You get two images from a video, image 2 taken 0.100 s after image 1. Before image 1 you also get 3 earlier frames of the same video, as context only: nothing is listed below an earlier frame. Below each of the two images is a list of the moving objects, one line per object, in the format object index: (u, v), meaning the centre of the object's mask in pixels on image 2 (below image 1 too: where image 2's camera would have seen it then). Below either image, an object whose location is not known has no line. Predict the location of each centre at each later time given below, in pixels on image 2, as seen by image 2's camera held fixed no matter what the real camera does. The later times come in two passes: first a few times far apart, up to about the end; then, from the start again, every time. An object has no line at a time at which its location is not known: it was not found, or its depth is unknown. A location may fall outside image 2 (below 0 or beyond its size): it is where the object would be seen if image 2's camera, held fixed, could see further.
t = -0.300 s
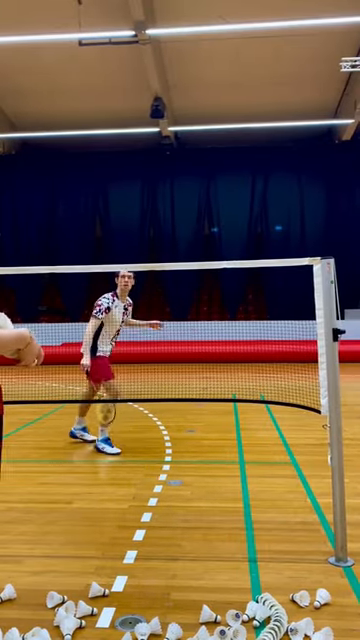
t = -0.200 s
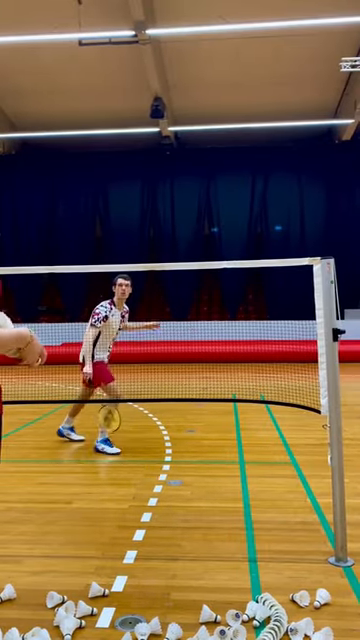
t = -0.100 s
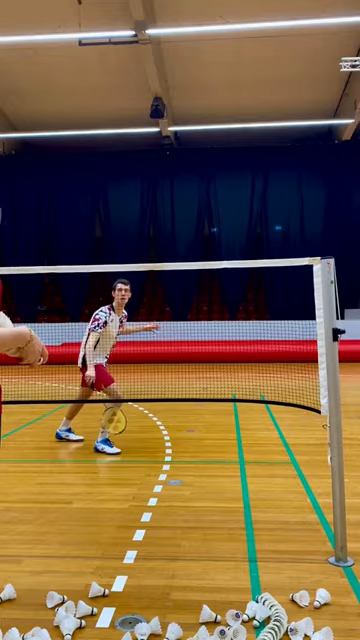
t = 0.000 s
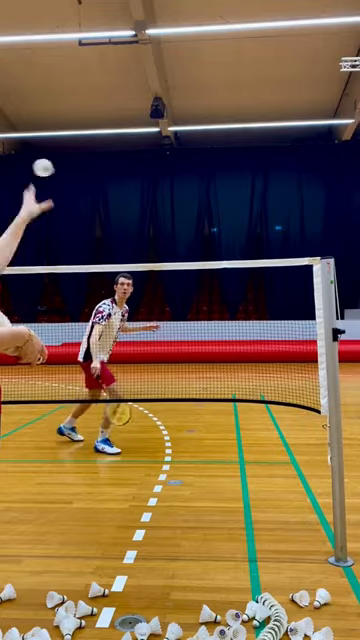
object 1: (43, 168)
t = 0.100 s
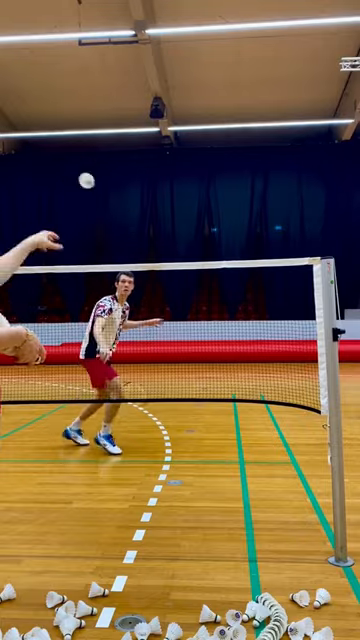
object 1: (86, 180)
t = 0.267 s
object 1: (129, 227)
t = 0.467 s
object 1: (160, 307)
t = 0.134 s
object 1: (97, 188)
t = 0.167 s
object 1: (106, 197)
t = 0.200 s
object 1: (115, 206)
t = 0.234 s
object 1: (122, 216)
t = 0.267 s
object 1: (129, 227)
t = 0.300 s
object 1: (136, 239)
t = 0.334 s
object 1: (142, 252)
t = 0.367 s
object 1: (147, 264)
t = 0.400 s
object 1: (151, 278)
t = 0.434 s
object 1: (156, 292)
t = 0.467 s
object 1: (160, 307)
